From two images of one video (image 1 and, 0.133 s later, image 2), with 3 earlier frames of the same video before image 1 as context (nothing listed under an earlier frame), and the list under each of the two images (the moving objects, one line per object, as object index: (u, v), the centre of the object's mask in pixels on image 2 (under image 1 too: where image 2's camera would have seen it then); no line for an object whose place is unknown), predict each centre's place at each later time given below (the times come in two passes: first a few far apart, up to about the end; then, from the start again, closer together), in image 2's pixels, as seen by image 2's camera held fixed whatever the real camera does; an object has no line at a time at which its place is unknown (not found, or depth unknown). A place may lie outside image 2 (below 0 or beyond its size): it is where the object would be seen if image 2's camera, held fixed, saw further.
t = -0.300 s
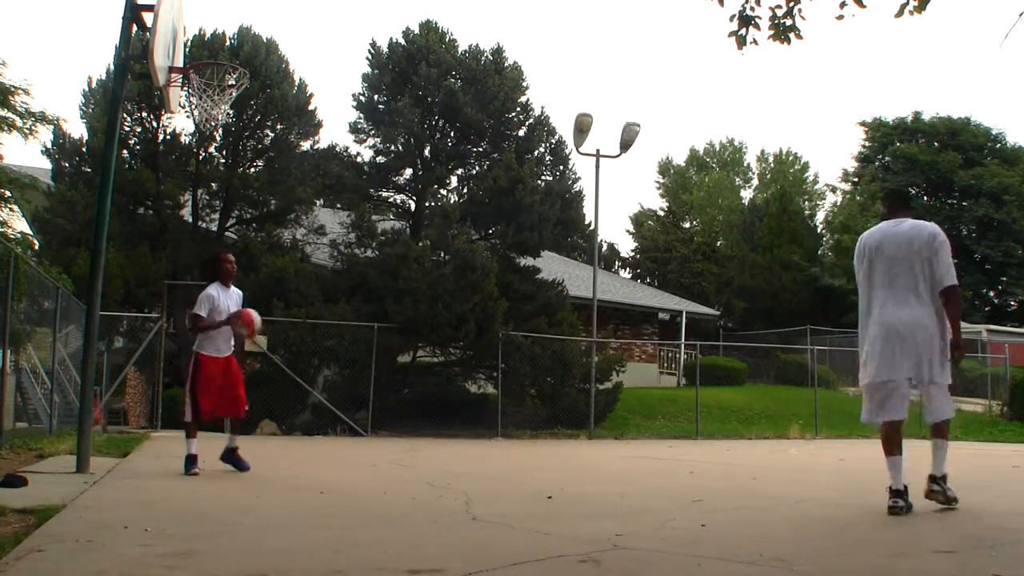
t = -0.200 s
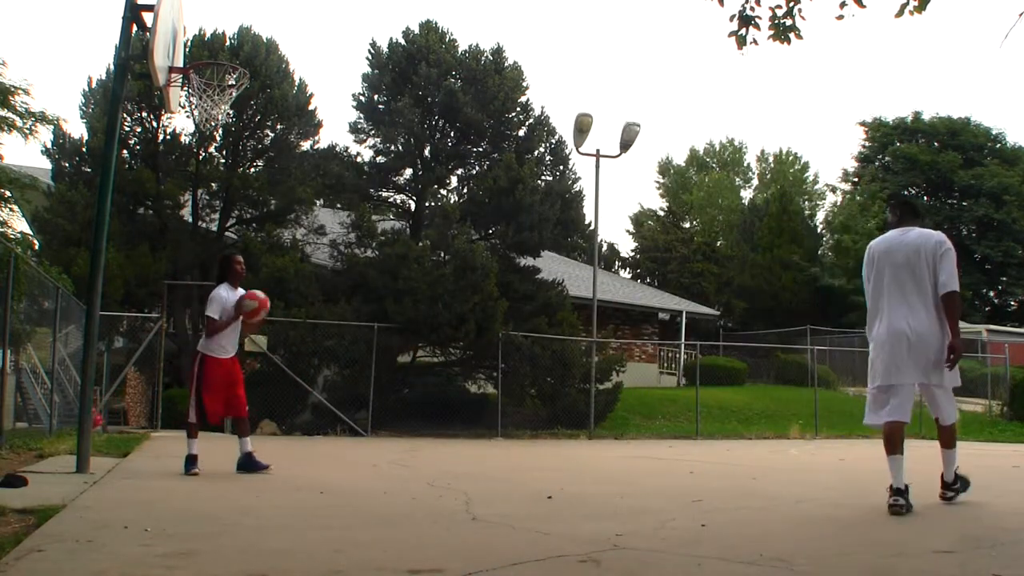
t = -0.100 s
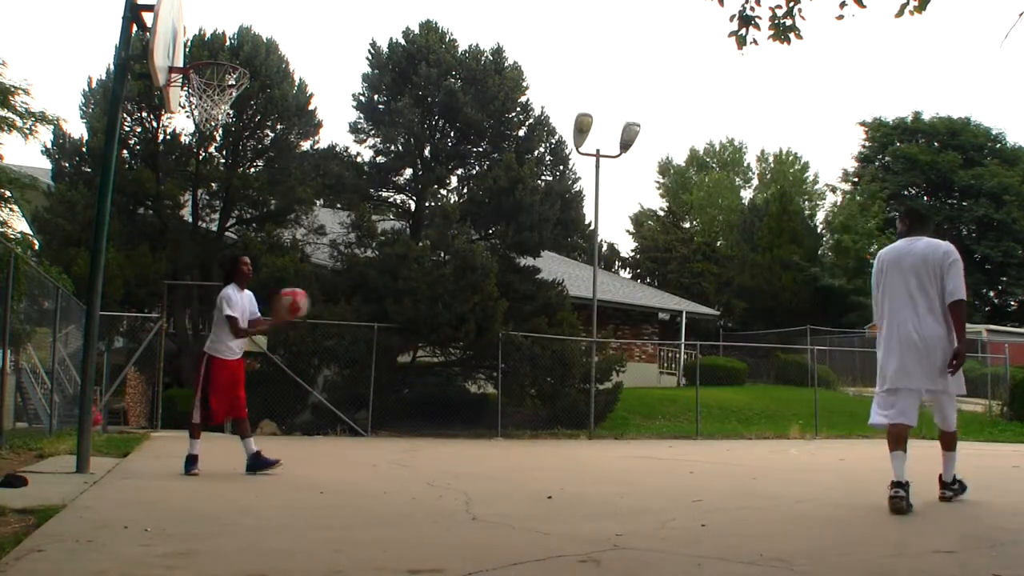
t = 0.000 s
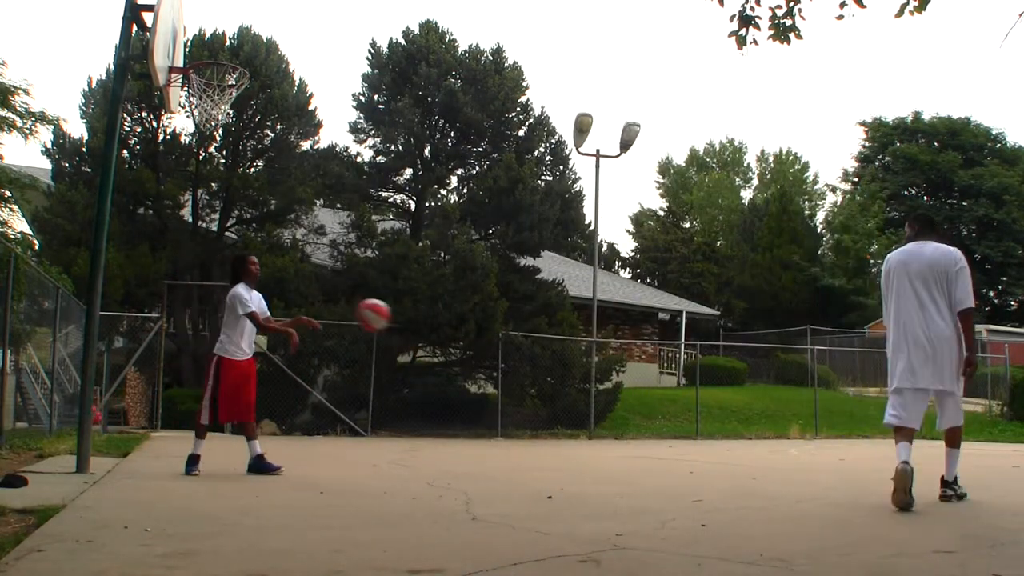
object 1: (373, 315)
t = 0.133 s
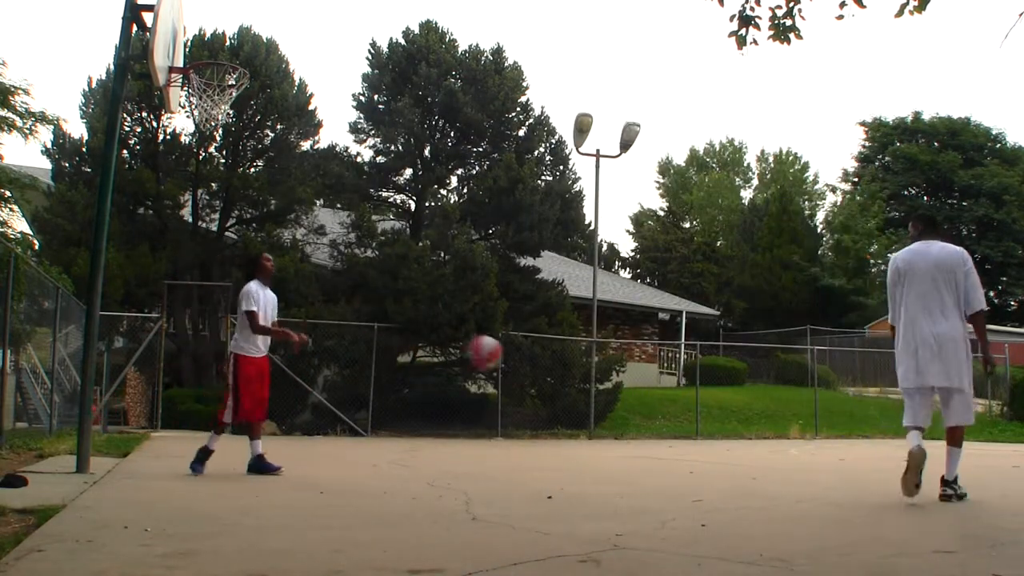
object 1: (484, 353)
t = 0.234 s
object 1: (570, 397)
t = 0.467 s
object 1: (717, 416)
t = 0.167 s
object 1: (514, 366)
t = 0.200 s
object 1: (542, 380)
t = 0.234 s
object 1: (570, 397)
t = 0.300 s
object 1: (629, 433)
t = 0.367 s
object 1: (678, 465)
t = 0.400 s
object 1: (691, 447)
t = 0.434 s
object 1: (705, 431)
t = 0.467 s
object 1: (717, 416)
